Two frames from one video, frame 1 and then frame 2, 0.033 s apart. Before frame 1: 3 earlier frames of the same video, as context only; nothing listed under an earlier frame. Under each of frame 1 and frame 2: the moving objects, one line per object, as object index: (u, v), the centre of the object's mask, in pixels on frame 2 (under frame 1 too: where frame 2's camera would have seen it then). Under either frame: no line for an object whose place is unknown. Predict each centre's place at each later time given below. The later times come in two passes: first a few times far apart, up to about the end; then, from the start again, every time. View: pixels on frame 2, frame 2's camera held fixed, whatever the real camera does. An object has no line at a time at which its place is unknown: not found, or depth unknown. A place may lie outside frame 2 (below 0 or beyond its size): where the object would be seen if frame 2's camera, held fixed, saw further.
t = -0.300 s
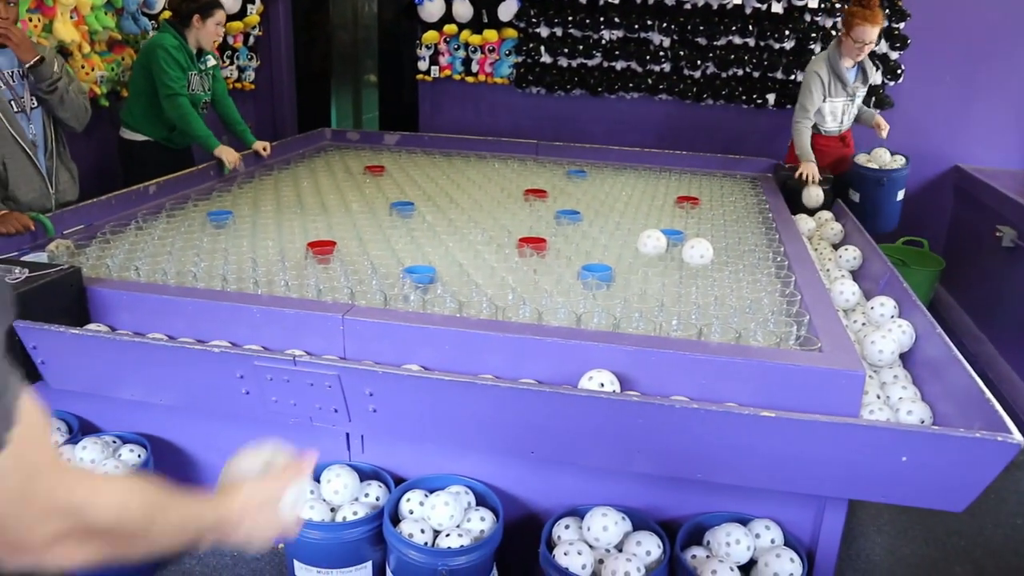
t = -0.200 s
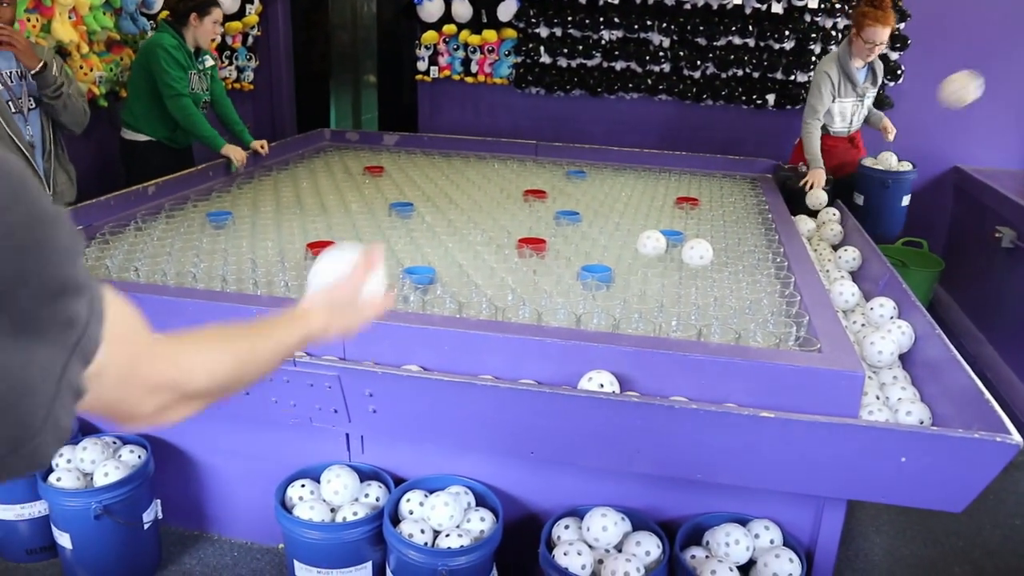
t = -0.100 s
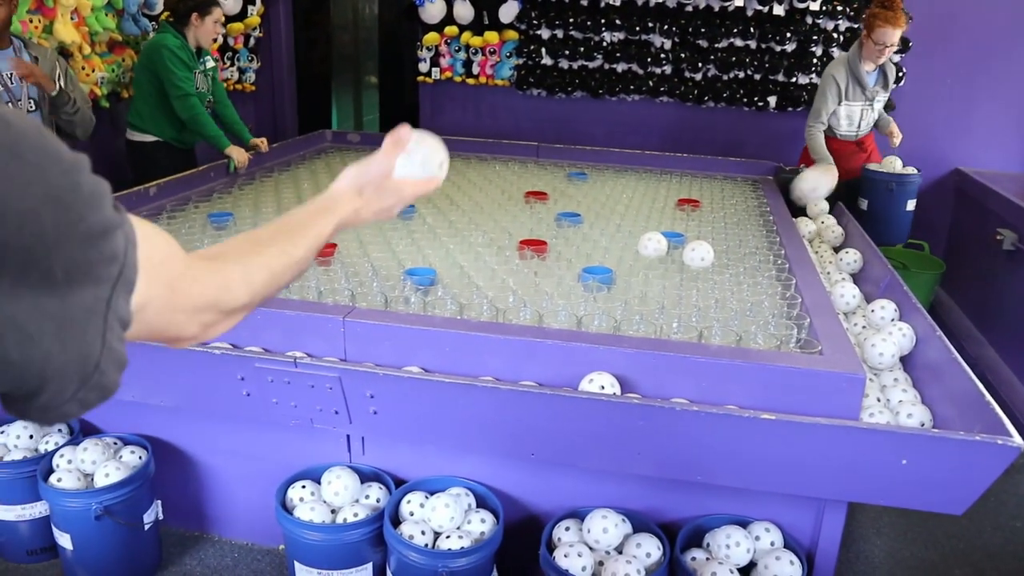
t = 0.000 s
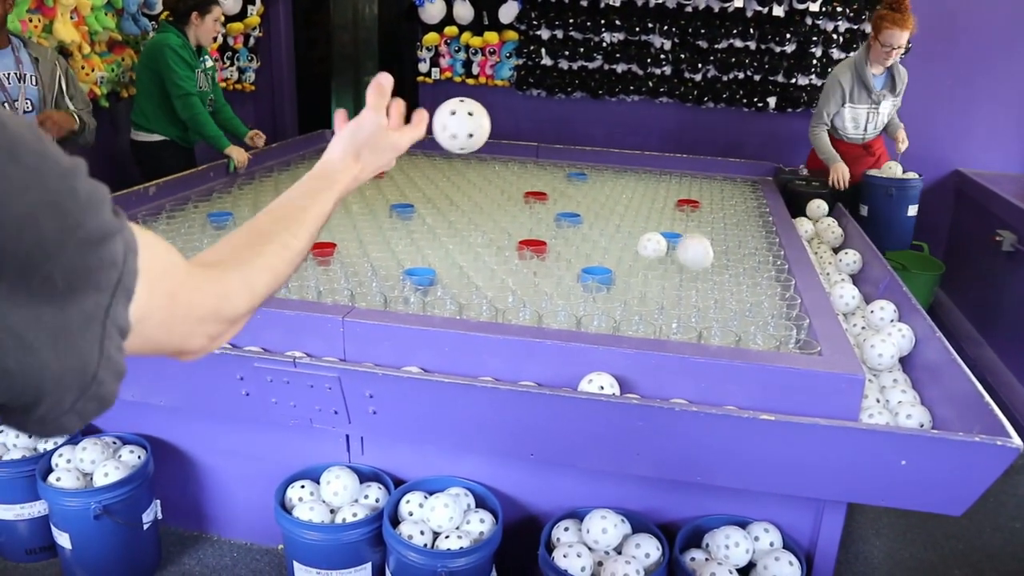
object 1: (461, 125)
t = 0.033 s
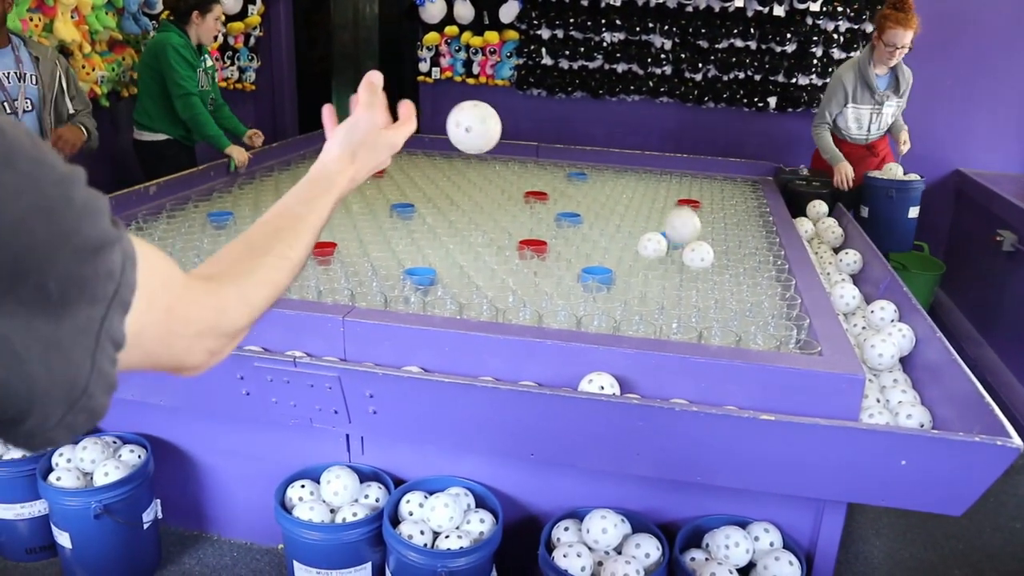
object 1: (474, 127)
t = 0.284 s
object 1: (535, 266)
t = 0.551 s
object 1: (452, 223)
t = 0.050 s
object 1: (479, 130)
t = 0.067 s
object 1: (485, 135)
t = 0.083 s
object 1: (490, 141)
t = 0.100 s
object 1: (494, 147)
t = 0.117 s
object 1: (499, 155)
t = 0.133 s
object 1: (504, 163)
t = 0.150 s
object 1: (508, 172)
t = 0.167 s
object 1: (512, 182)
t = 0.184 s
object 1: (516, 193)
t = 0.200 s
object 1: (520, 204)
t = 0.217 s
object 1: (524, 216)
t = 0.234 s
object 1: (527, 228)
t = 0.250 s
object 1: (530, 240)
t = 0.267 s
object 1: (533, 253)
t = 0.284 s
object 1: (535, 266)
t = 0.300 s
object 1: (537, 277)
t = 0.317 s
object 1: (529, 269)
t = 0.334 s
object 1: (523, 260)
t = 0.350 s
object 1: (517, 252)
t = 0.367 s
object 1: (510, 244)
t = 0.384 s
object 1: (505, 238)
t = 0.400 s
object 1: (499, 232)
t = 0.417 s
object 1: (493, 229)
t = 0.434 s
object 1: (489, 225)
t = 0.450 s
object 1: (483, 221)
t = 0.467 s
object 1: (477, 219)
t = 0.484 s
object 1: (472, 218)
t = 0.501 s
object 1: (466, 217)
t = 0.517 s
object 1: (462, 218)
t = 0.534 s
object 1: (457, 220)
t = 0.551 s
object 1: (452, 223)
